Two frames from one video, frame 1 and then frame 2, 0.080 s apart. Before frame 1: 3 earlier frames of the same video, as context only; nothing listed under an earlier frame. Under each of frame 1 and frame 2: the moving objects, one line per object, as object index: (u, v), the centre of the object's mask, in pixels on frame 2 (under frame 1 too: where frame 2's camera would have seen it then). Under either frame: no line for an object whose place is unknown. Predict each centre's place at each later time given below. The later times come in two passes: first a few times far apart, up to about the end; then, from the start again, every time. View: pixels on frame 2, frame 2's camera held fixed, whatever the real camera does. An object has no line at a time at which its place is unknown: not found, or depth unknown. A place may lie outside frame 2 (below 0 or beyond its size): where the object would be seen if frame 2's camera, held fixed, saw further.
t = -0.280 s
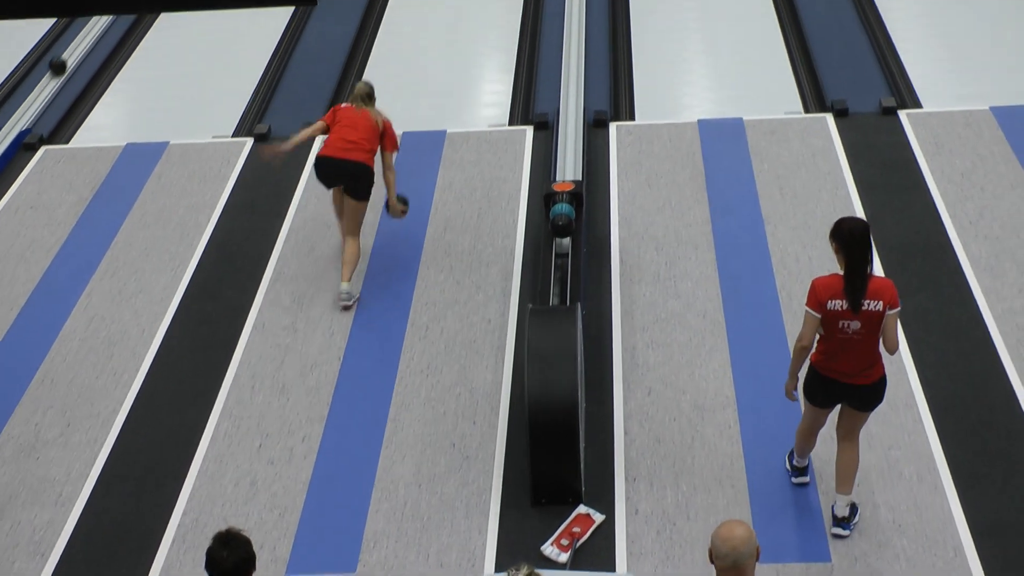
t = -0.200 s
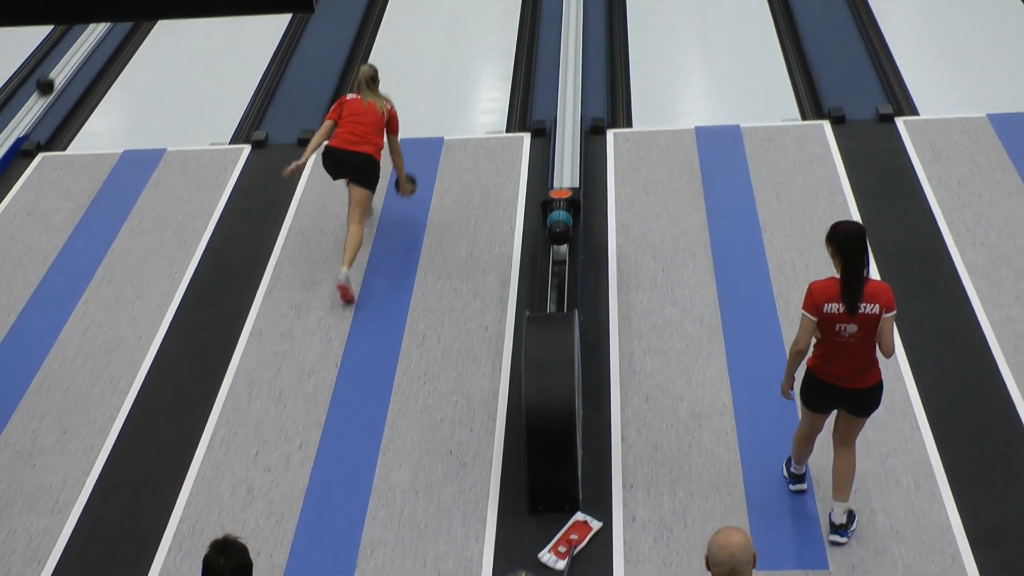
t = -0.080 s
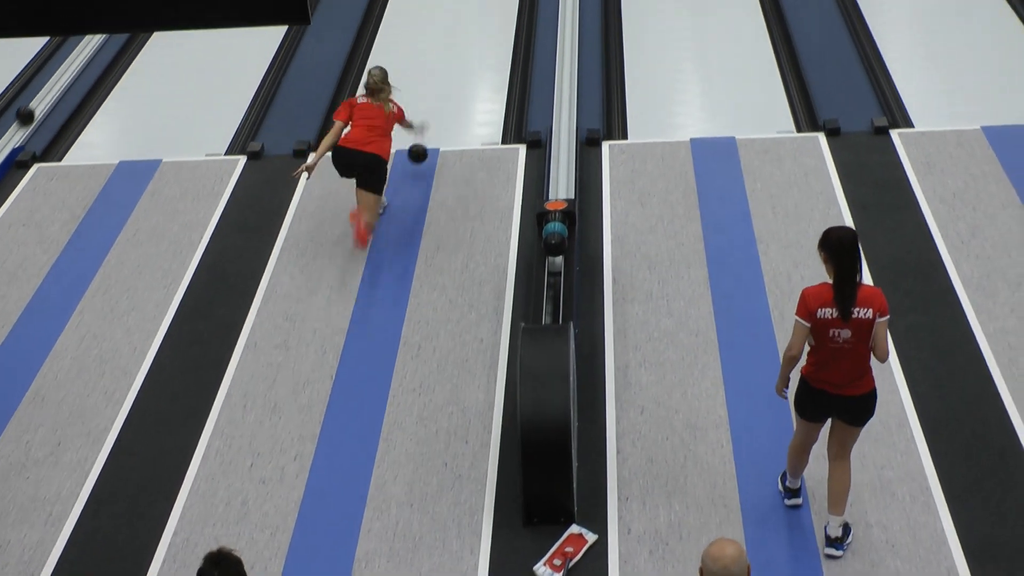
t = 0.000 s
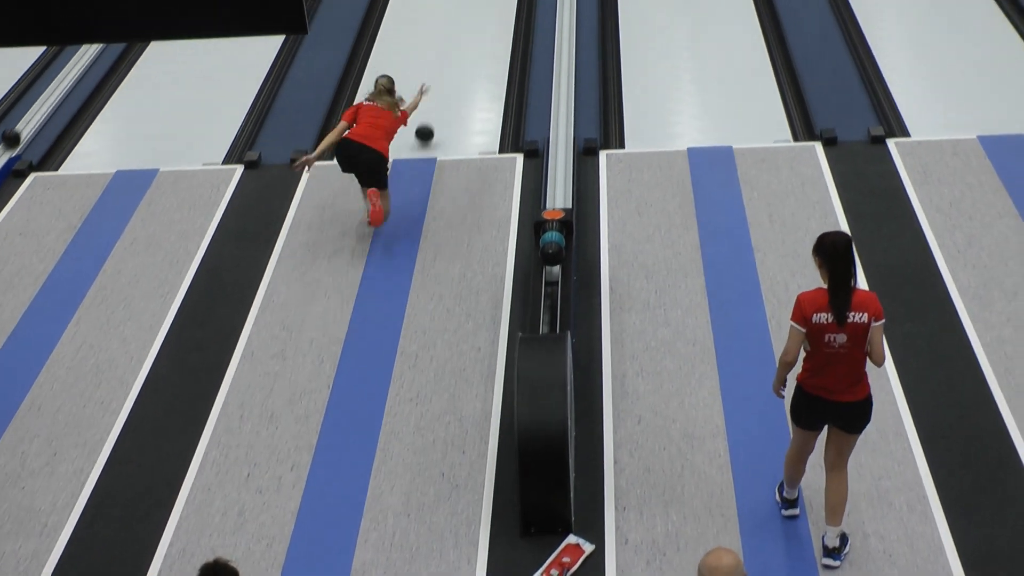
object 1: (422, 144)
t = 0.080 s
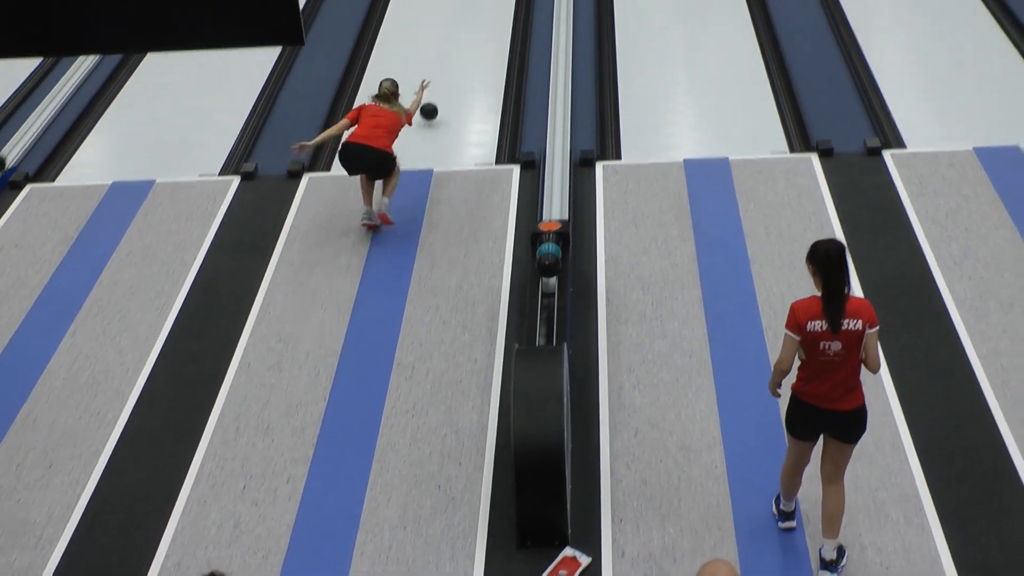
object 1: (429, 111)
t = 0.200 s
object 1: (439, 72)
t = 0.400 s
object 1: (452, 8)
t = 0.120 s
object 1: (433, 98)
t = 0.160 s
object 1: (437, 86)
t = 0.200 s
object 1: (439, 72)
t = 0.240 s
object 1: (442, 58)
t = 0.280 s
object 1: (444, 45)
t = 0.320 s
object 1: (447, 32)
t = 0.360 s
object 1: (450, 20)
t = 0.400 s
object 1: (452, 8)
